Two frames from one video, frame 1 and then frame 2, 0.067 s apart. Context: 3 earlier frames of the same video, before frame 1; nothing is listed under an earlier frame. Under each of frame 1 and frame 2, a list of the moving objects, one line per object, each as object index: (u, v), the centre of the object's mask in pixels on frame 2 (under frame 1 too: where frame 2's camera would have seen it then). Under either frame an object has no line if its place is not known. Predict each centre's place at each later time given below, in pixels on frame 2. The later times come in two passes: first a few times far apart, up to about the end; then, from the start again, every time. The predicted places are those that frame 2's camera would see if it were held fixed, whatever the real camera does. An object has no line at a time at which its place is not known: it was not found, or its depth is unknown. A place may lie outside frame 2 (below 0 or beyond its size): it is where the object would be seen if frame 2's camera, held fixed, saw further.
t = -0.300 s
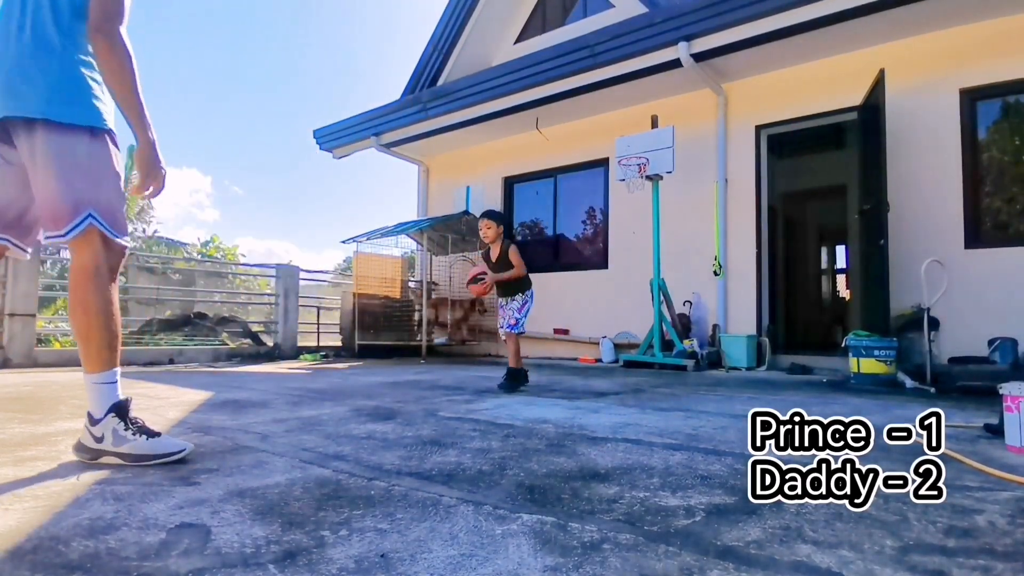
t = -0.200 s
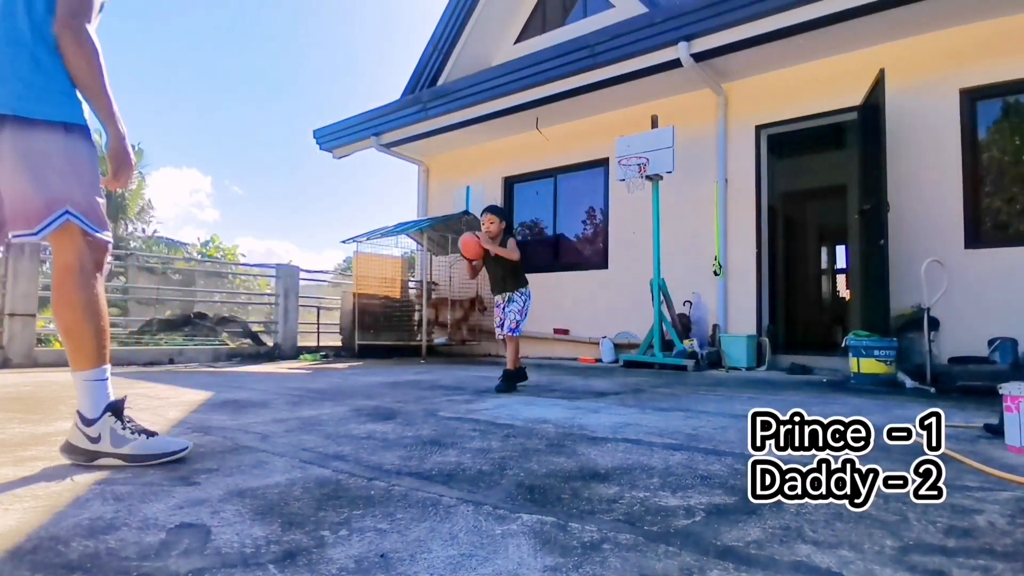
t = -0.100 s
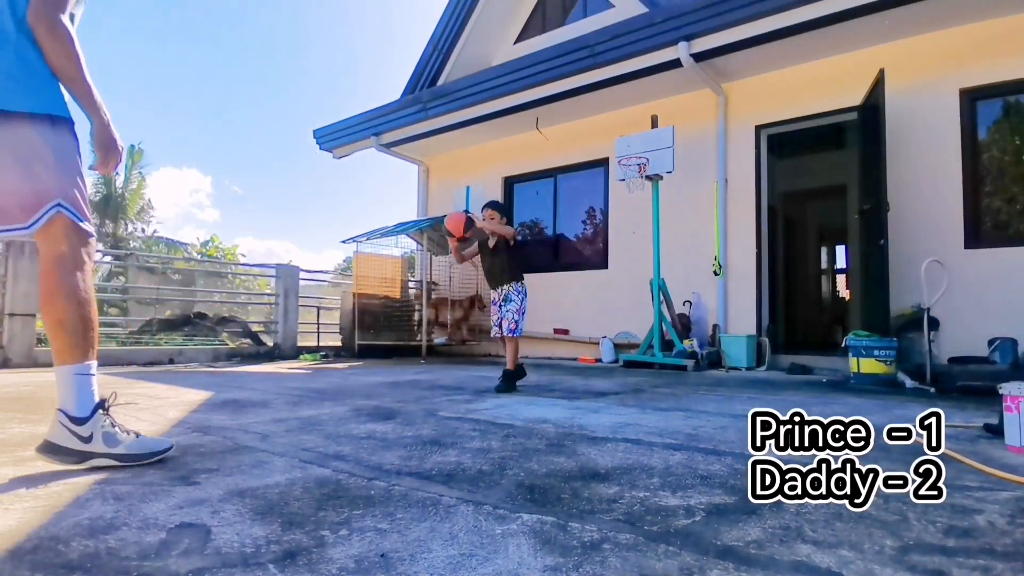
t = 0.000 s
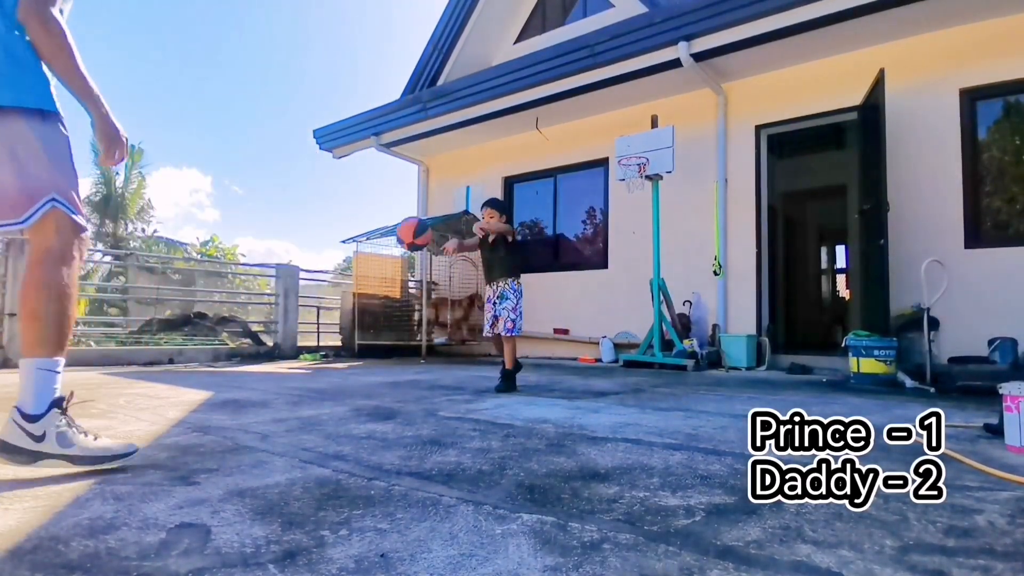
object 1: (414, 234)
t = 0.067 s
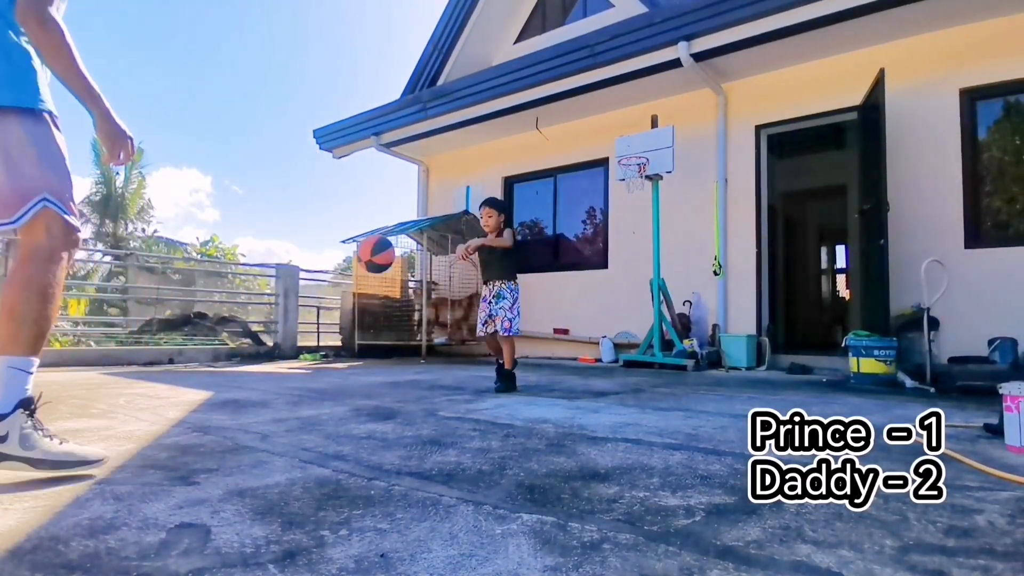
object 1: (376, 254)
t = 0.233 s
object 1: (241, 383)
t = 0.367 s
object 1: (156, 309)
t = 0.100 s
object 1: (354, 269)
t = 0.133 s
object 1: (330, 289)
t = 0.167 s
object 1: (304, 314)
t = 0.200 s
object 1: (274, 345)
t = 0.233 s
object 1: (241, 383)
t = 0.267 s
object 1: (213, 396)
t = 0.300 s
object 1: (194, 365)
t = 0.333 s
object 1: (175, 335)
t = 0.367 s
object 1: (156, 309)
